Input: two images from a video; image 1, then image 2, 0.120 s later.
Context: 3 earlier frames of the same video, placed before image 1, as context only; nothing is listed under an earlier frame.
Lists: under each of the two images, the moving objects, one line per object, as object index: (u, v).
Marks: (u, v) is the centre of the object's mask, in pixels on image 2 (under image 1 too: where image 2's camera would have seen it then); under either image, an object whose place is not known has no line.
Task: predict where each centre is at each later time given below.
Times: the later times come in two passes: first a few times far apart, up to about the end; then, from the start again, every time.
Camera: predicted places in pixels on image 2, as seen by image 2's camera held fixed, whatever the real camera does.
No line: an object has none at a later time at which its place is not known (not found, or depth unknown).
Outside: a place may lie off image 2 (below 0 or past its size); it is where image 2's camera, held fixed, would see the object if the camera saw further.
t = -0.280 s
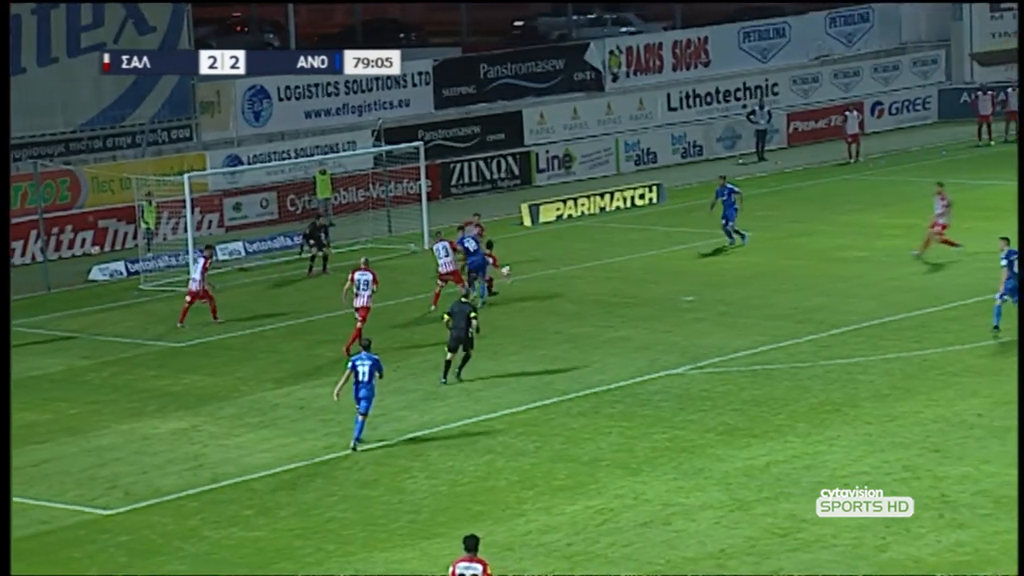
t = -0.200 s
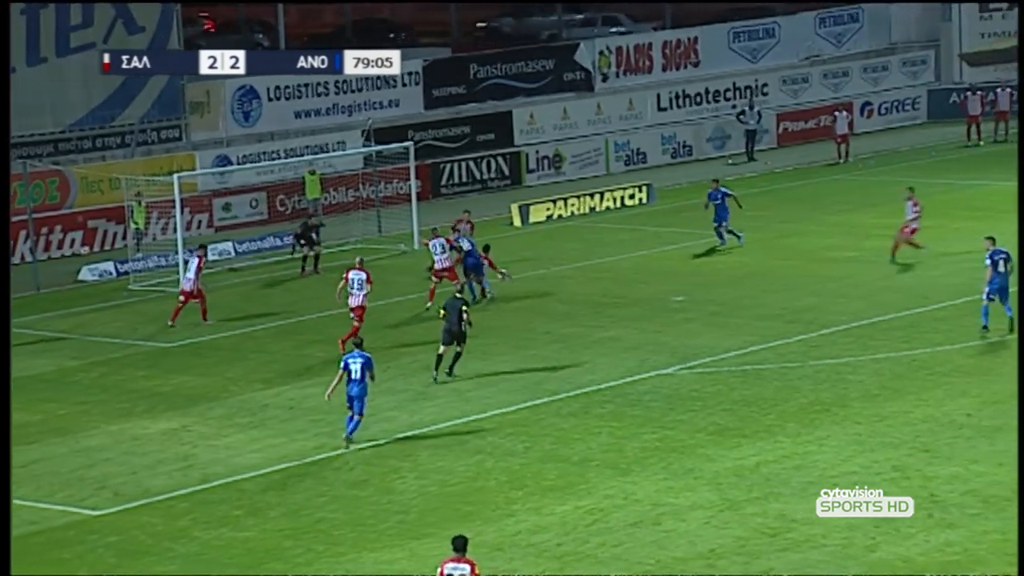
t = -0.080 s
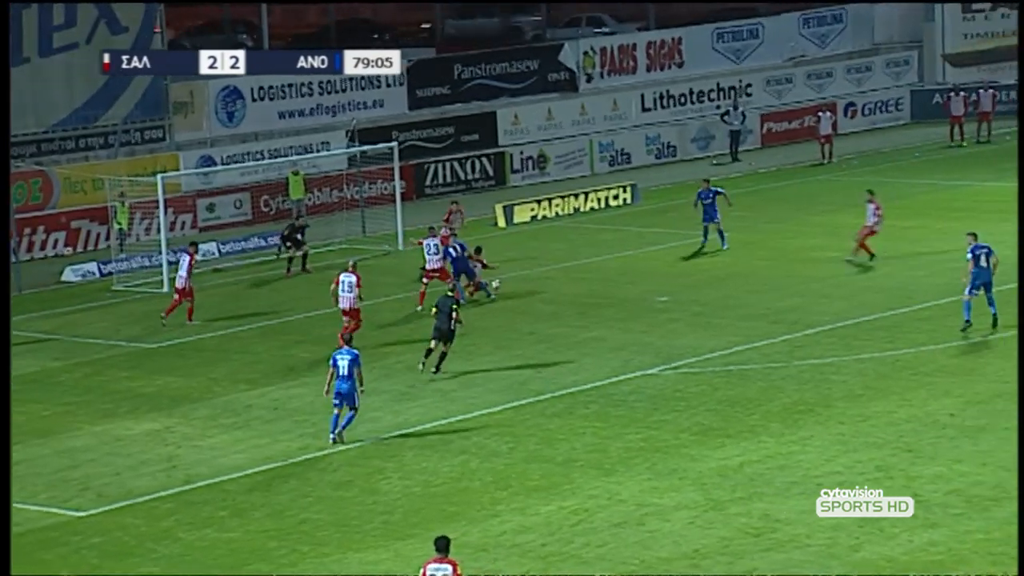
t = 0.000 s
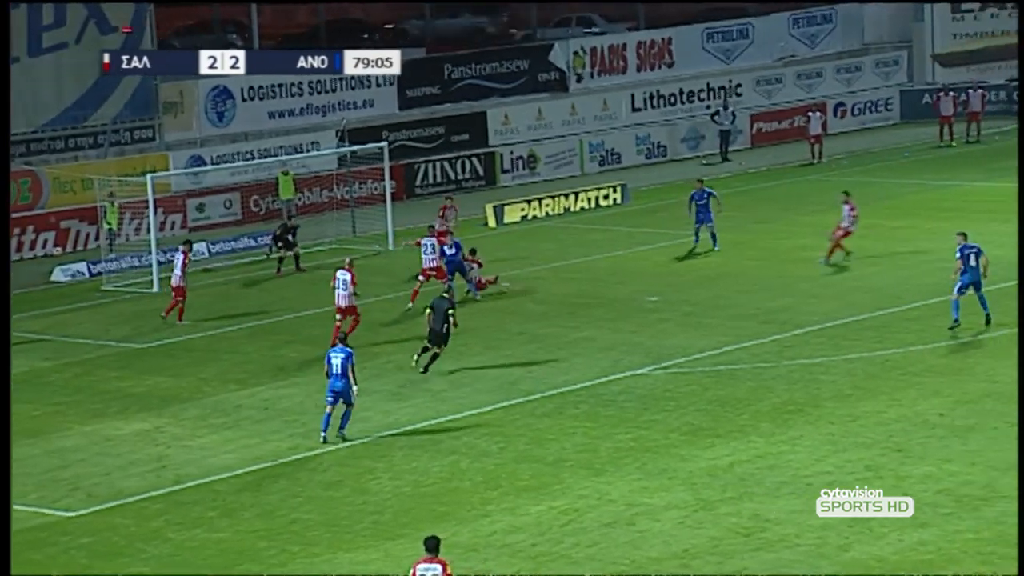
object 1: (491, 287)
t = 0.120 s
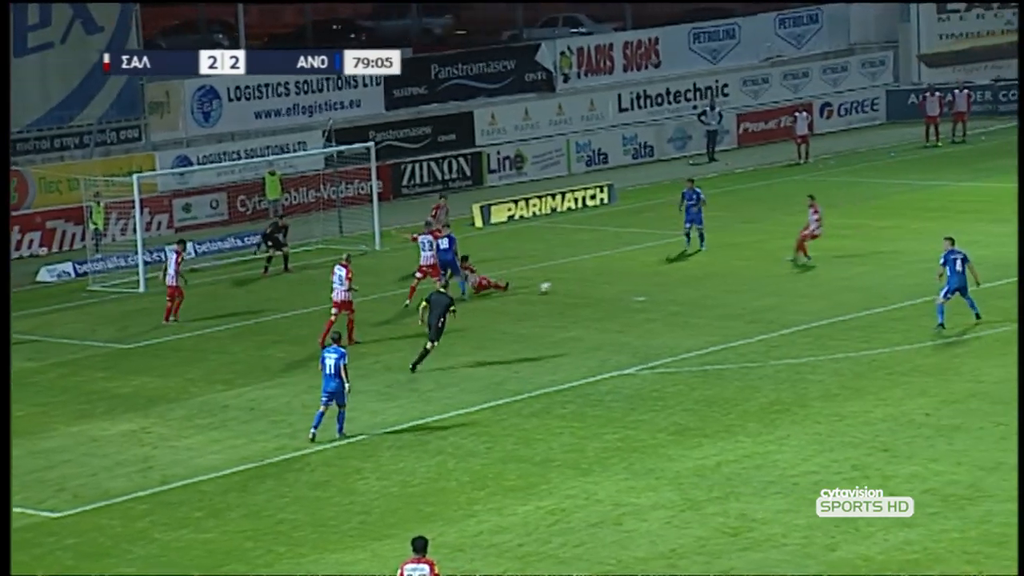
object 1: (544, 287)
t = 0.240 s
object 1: (594, 288)
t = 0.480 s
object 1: (685, 288)
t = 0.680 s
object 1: (754, 287)
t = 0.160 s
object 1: (560, 288)
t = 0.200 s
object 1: (578, 288)
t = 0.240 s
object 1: (594, 288)
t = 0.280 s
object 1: (611, 288)
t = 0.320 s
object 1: (626, 288)
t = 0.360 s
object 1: (641, 288)
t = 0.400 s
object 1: (656, 287)
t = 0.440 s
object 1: (670, 287)
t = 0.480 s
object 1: (685, 288)
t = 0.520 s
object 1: (699, 288)
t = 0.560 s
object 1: (713, 287)
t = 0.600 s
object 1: (727, 287)
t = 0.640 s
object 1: (741, 287)
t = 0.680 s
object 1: (754, 287)
